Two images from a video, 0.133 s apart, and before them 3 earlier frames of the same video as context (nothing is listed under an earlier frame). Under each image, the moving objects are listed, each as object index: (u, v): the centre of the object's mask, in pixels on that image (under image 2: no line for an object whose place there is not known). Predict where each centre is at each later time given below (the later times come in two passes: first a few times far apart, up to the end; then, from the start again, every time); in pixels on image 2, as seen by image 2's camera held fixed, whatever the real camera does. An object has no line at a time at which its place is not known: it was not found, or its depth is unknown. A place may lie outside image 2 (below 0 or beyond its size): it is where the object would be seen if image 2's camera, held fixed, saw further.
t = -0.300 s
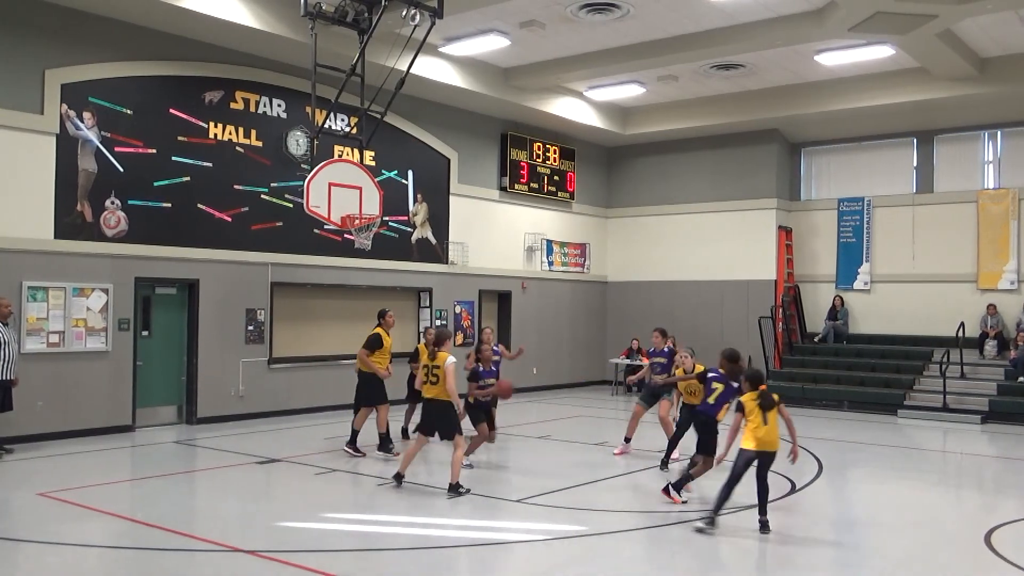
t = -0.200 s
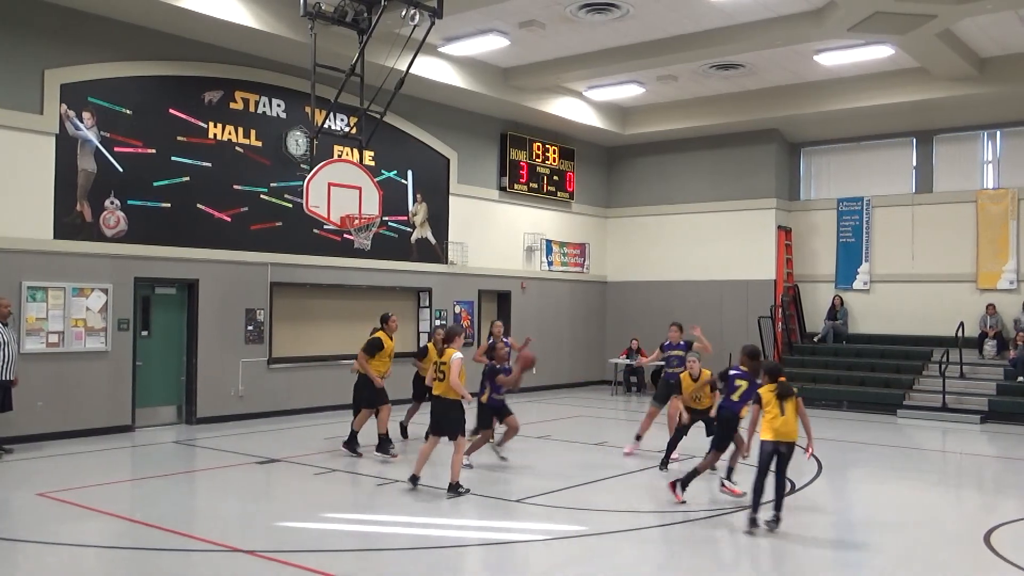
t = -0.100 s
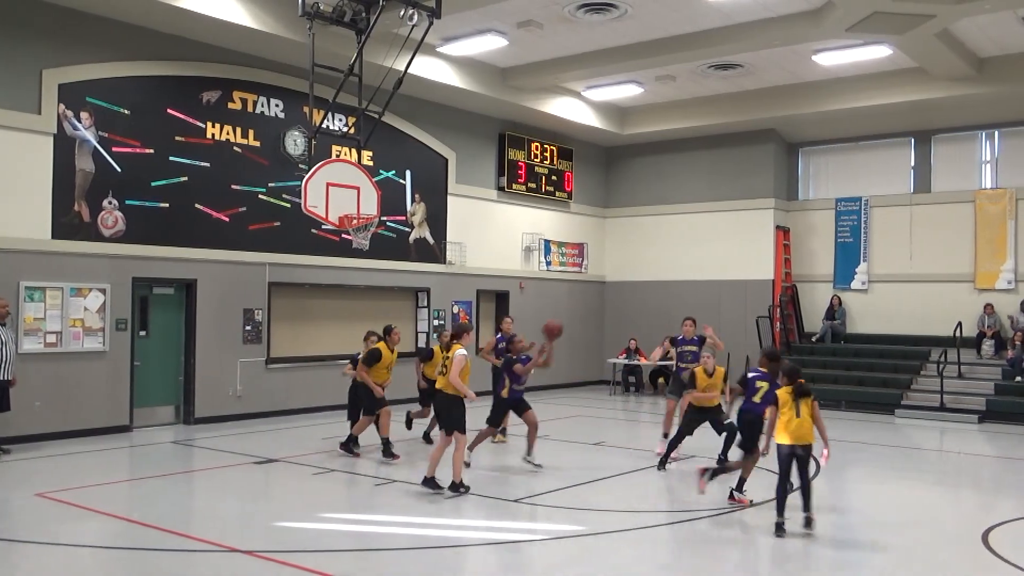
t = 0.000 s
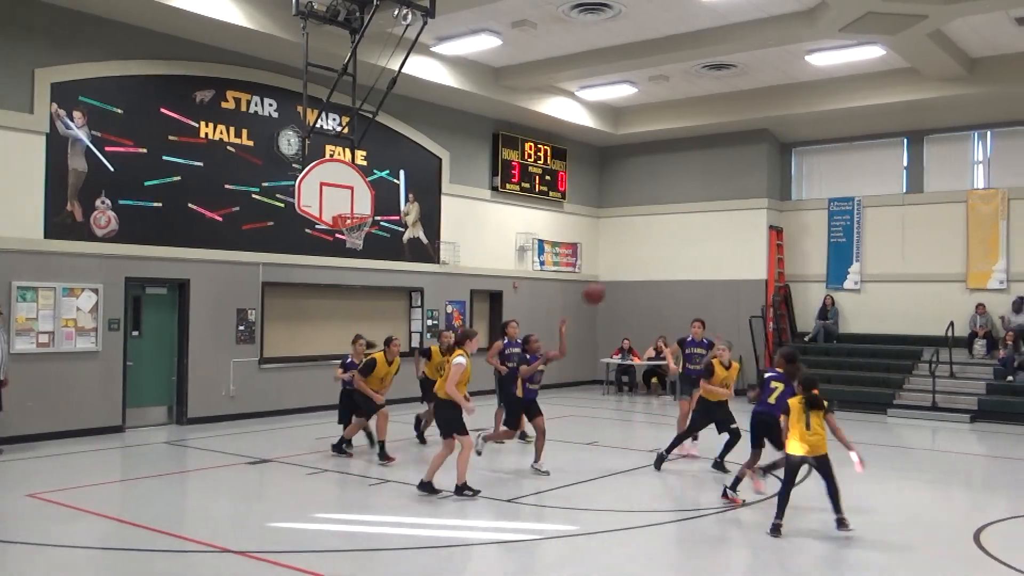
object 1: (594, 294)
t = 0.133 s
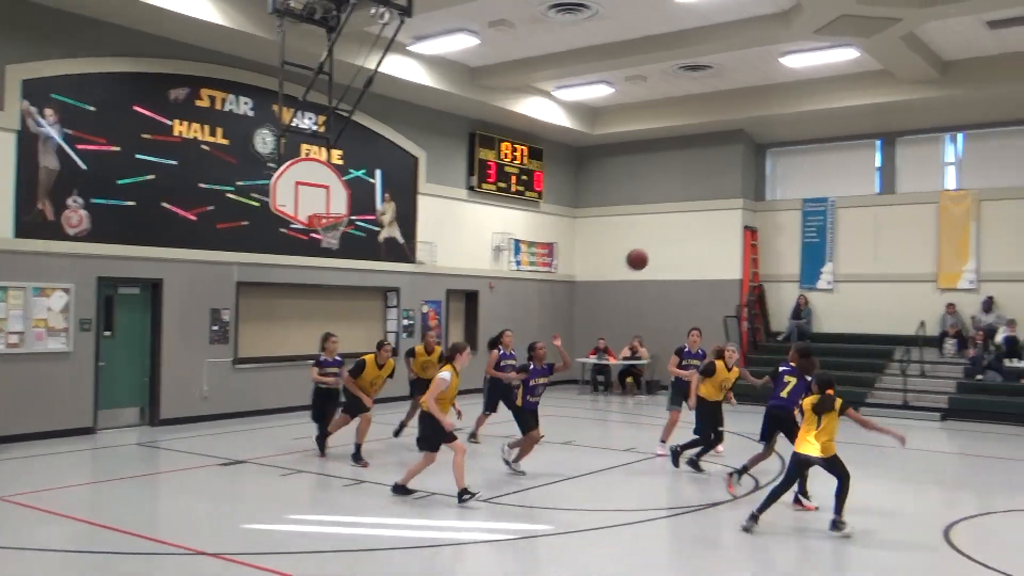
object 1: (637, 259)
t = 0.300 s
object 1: (725, 239)
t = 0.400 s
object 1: (781, 240)
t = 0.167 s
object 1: (654, 253)
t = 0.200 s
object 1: (671, 248)
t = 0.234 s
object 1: (689, 244)
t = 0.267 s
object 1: (707, 241)
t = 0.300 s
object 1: (725, 239)
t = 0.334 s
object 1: (744, 238)
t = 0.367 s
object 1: (762, 238)
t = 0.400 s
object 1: (781, 240)
